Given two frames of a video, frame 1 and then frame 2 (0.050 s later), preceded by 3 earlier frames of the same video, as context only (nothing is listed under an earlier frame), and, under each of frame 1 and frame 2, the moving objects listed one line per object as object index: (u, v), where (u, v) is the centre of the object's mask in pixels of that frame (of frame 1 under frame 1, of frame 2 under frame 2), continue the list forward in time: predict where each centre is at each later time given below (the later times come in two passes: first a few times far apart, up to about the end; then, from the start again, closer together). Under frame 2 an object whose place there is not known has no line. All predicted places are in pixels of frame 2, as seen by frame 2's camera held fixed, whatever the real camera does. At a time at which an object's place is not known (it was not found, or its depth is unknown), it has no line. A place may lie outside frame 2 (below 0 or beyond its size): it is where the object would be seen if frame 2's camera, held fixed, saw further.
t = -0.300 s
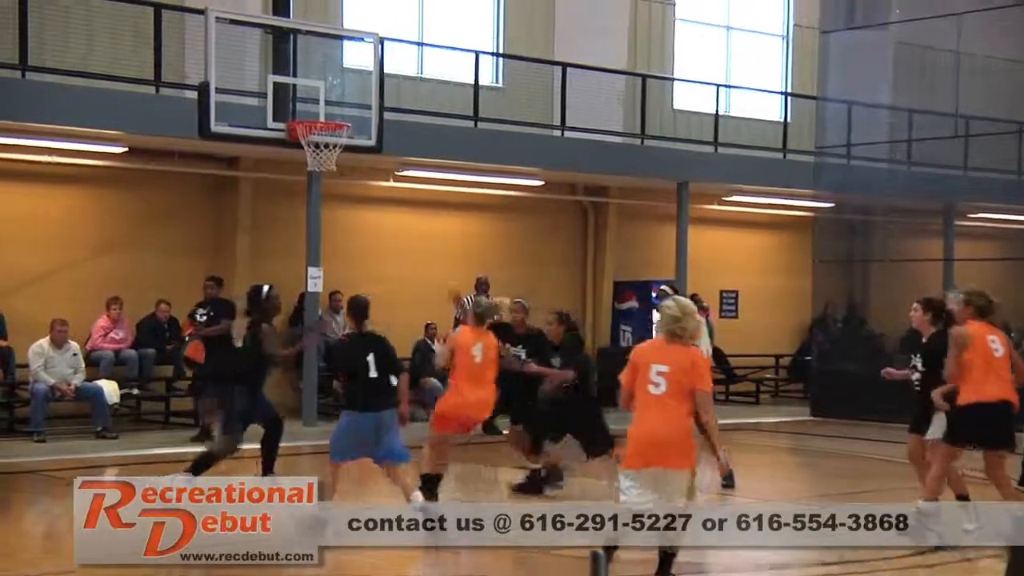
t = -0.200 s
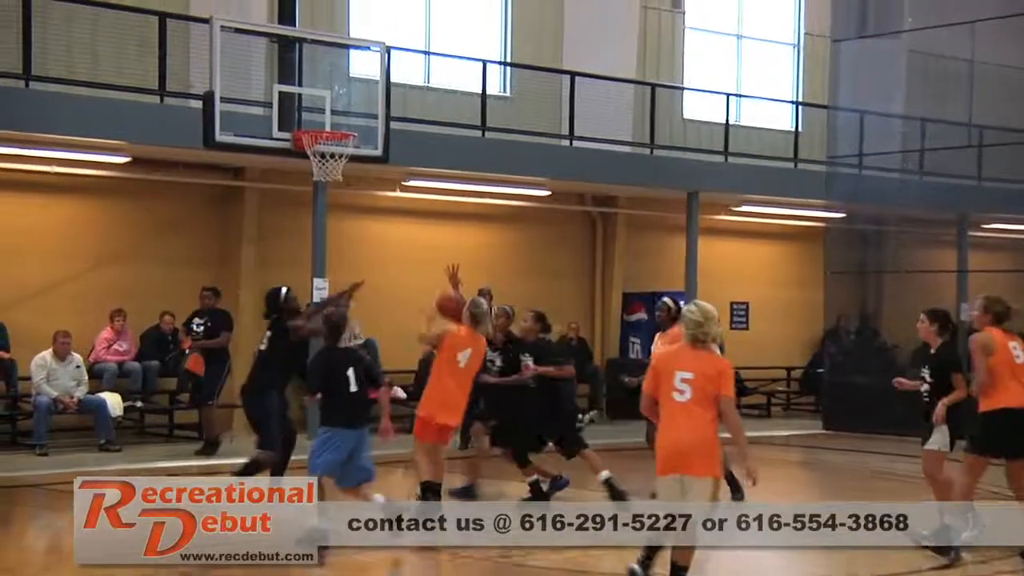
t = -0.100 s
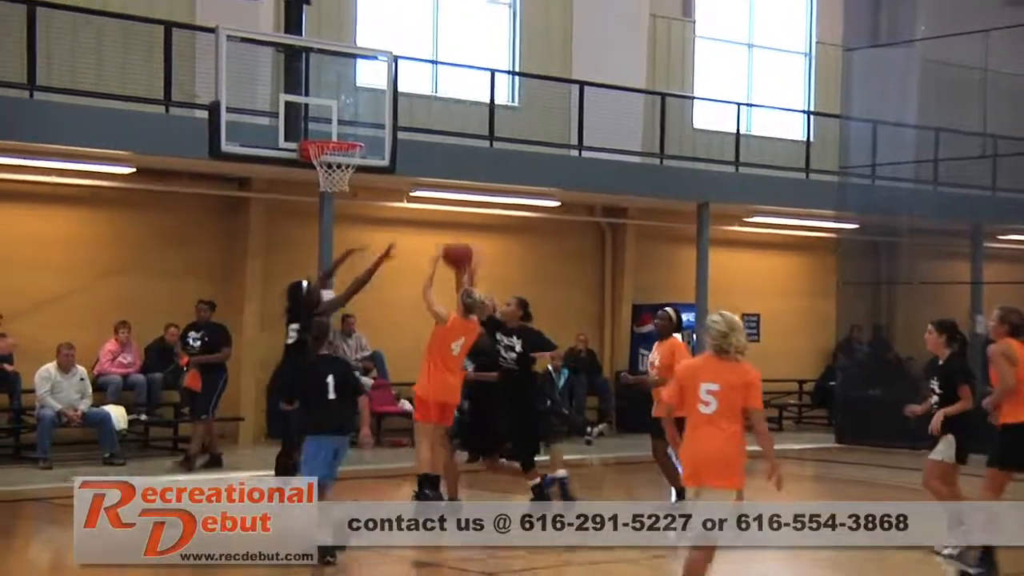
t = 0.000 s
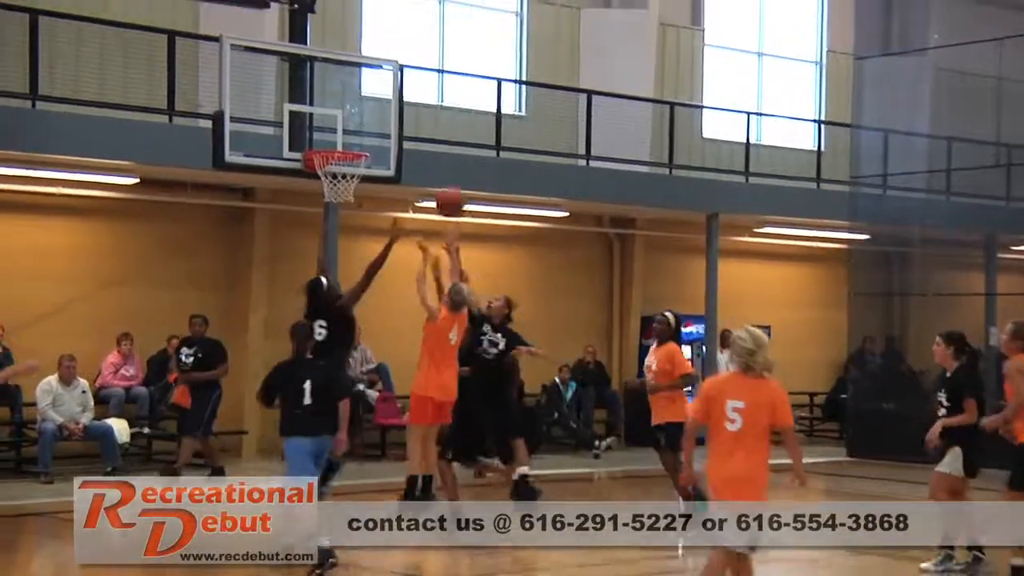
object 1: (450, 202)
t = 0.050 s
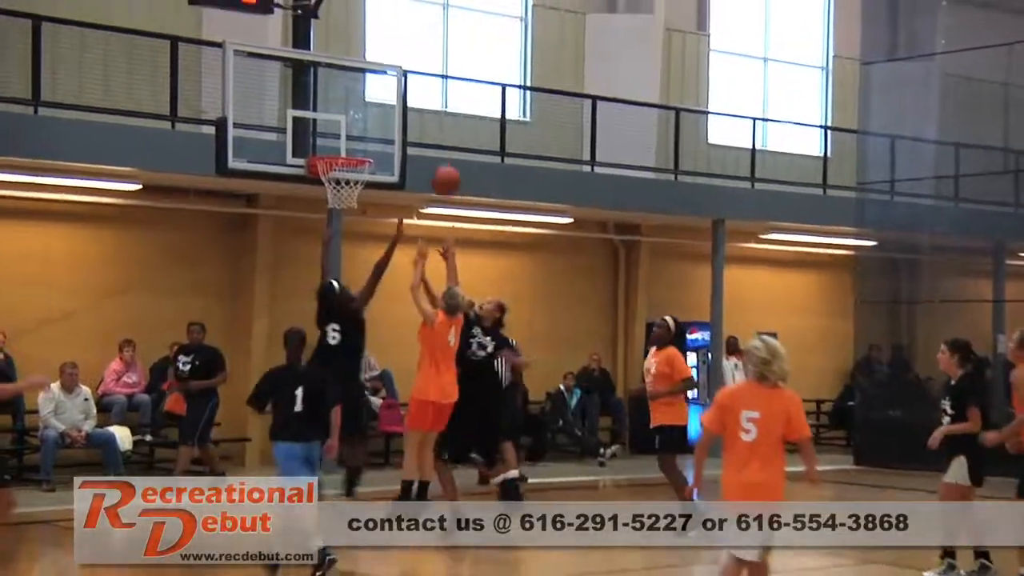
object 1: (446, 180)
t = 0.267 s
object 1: (409, 103)
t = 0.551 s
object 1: (363, 93)
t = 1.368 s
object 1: (355, 137)
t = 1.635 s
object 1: (347, 124)
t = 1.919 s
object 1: (343, 189)
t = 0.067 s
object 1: (444, 173)
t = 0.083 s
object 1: (440, 165)
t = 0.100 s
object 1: (436, 158)
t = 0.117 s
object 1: (434, 150)
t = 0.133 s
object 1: (431, 142)
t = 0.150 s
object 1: (429, 138)
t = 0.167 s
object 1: (426, 132)
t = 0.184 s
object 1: (422, 126)
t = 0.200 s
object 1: (420, 121)
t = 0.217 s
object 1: (418, 116)
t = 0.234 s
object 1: (414, 110)
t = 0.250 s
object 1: (411, 106)
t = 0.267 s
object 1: (409, 103)
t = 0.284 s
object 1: (406, 100)
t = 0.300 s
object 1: (403, 96)
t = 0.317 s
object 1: (400, 94)
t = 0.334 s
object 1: (398, 92)
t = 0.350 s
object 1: (394, 90)
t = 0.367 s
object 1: (392, 88)
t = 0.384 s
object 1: (390, 87)
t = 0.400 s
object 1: (387, 86)
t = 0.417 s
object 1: (385, 85)
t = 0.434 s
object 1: (381, 85)
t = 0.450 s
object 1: (379, 85)
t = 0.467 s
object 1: (375, 85)
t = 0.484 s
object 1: (372, 86)
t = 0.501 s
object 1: (370, 88)
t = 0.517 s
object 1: (368, 90)
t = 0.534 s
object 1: (365, 91)
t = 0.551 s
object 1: (363, 93)
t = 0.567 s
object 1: (360, 96)
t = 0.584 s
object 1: (358, 98)
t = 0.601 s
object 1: (355, 101)
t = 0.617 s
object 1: (353, 104)
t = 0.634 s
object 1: (351, 108)
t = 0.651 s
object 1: (348, 112)
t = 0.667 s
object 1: (346, 116)
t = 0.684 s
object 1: (344, 120)
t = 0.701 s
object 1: (342, 125)
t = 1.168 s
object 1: (350, 115)
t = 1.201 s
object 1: (352, 121)
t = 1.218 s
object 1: (352, 125)
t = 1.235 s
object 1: (353, 128)
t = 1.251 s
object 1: (354, 133)
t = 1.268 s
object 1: (354, 136)
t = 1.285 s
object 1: (355, 141)
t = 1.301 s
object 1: (357, 145)
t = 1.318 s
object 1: (357, 145)
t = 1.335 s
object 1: (356, 144)
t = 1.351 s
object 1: (356, 141)
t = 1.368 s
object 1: (355, 137)
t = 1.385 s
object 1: (355, 134)
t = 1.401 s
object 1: (354, 132)
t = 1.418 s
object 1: (353, 128)
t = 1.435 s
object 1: (353, 127)
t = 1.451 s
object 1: (353, 124)
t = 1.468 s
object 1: (352, 123)
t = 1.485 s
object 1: (352, 121)
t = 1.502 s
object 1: (351, 120)
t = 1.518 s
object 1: (351, 119)
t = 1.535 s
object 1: (350, 119)
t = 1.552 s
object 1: (350, 119)
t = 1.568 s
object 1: (349, 120)
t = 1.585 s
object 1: (349, 120)
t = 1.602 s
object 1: (348, 121)
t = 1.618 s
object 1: (348, 122)
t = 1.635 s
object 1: (347, 124)
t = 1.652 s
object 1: (345, 124)
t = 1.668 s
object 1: (345, 124)
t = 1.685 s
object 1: (344, 128)
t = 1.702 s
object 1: (343, 132)
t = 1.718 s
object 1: (342, 134)
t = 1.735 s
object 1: (342, 137)
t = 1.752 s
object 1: (341, 141)
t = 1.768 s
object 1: (341, 145)
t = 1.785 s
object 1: (340, 147)
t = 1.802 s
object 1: (340, 150)
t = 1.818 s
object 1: (339, 152)
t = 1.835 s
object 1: (339, 156)
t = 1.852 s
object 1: (341, 170)
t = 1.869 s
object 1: (335, 175)
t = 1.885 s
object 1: (338, 181)
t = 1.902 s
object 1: (341, 184)
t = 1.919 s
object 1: (343, 189)
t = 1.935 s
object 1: (335, 182)
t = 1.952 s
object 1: (334, 186)
